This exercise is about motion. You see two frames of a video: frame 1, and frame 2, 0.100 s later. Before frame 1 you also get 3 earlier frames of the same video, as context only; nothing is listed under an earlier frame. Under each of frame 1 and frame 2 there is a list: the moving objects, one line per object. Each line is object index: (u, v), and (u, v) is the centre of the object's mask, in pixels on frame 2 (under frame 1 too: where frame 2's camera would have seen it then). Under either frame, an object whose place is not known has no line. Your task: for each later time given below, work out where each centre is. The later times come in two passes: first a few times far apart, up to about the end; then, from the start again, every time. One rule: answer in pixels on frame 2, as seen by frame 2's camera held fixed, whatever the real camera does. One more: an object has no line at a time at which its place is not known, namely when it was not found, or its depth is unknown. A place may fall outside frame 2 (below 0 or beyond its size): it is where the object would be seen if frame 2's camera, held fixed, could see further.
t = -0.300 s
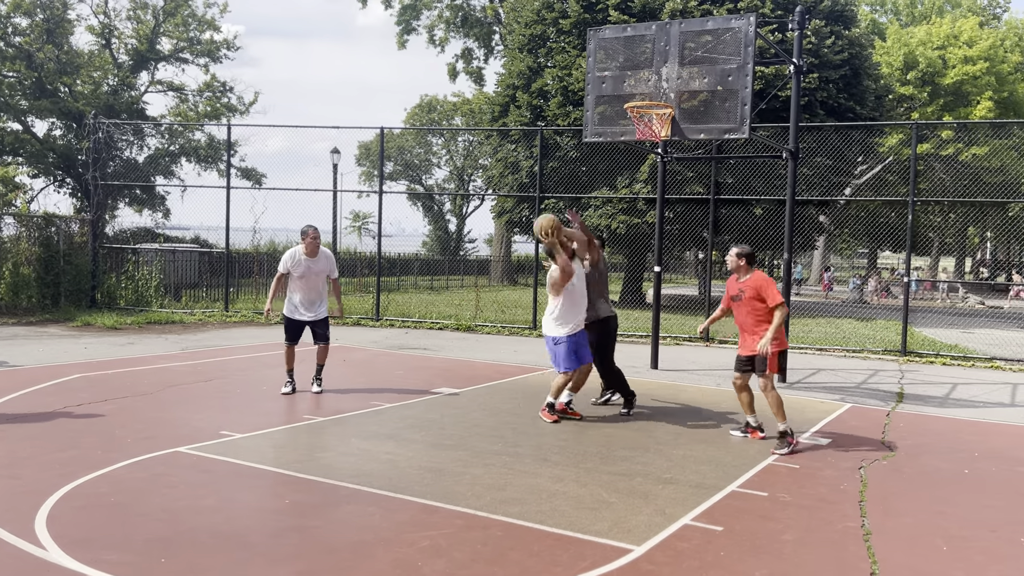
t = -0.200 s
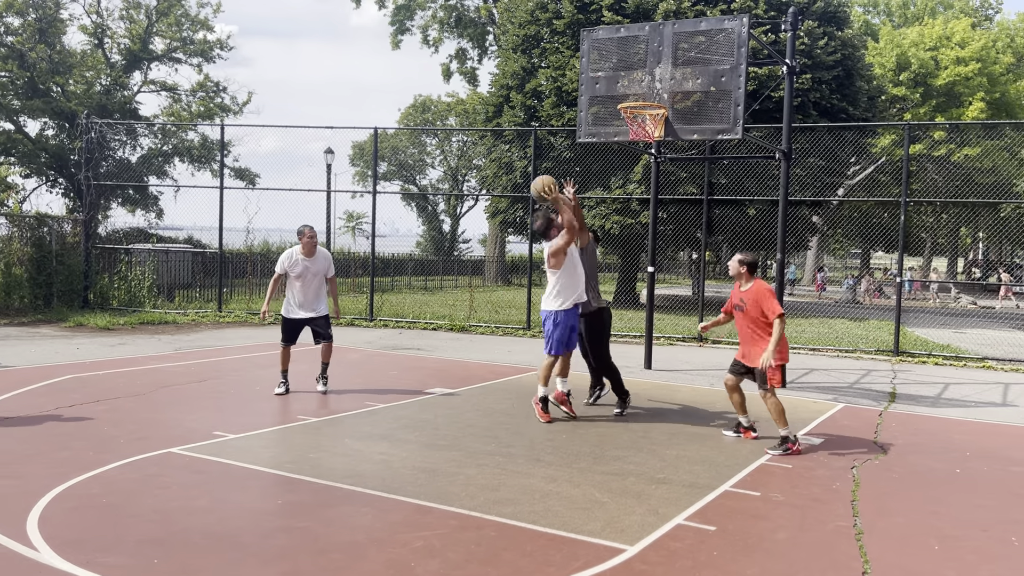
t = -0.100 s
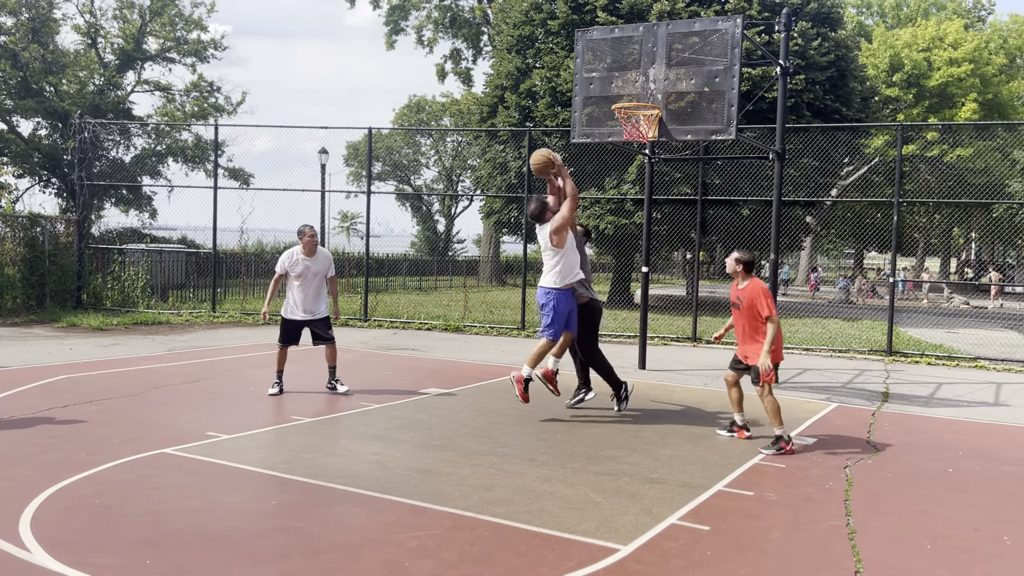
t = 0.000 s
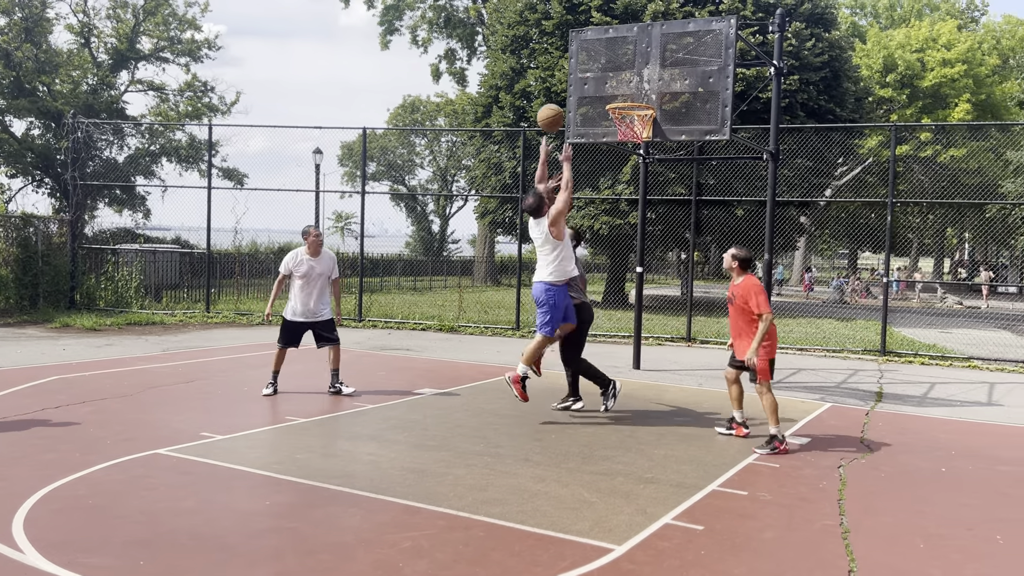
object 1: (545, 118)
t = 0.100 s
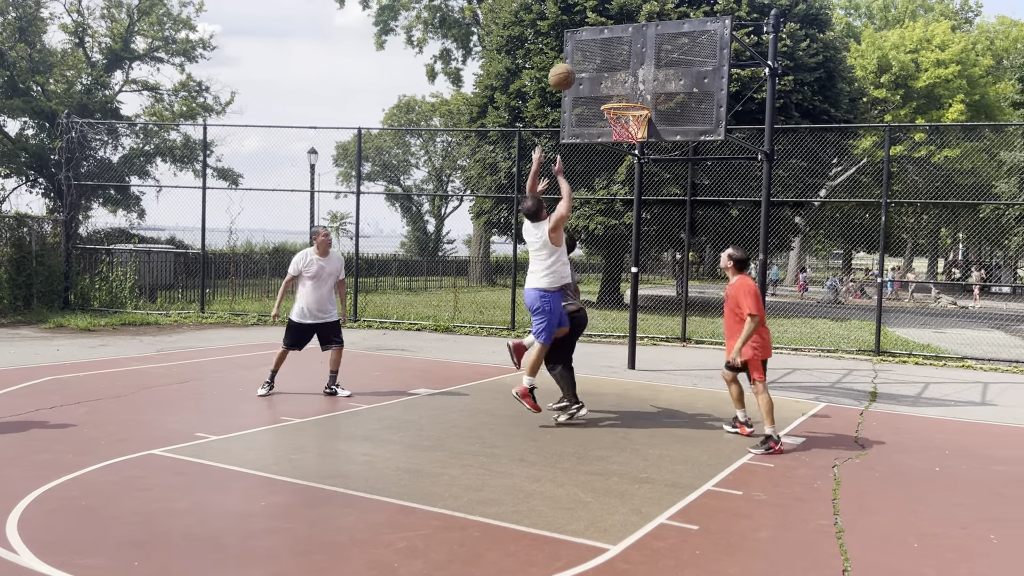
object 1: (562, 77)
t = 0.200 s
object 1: (577, 48)
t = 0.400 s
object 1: (604, 27)
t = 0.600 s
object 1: (626, 47)
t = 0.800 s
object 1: (627, 86)
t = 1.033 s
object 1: (631, 123)
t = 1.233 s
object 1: (622, 145)
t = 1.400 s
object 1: (621, 169)
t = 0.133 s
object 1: (566, 66)
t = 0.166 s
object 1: (571, 57)
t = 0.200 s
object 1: (577, 48)
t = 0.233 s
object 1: (581, 42)
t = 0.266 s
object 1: (586, 37)
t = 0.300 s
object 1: (590, 32)
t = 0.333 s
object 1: (595, 29)
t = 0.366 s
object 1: (599, 28)
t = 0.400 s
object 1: (604, 27)
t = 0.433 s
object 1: (608, 27)
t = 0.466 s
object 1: (612, 30)
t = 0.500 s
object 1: (615, 32)
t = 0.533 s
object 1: (619, 36)
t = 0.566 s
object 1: (623, 41)
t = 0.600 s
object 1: (626, 47)
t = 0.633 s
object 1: (629, 53)
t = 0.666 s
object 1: (633, 61)
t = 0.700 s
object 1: (634, 68)
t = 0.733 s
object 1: (632, 73)
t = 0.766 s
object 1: (630, 79)
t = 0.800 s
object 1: (627, 86)
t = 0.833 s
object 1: (625, 92)
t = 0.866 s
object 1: (621, 102)
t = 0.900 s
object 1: (622, 108)
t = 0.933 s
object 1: (625, 113)
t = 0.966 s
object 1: (628, 118)
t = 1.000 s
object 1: (630, 121)
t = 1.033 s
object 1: (631, 123)
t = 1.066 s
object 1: (629, 127)
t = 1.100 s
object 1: (627, 128)
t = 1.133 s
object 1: (625, 130)
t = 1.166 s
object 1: (624, 133)
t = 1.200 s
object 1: (623, 134)
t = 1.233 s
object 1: (622, 145)
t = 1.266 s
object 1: (622, 146)
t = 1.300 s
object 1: (621, 149)
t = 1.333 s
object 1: (622, 154)
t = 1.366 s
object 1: (621, 161)
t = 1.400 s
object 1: (621, 169)
